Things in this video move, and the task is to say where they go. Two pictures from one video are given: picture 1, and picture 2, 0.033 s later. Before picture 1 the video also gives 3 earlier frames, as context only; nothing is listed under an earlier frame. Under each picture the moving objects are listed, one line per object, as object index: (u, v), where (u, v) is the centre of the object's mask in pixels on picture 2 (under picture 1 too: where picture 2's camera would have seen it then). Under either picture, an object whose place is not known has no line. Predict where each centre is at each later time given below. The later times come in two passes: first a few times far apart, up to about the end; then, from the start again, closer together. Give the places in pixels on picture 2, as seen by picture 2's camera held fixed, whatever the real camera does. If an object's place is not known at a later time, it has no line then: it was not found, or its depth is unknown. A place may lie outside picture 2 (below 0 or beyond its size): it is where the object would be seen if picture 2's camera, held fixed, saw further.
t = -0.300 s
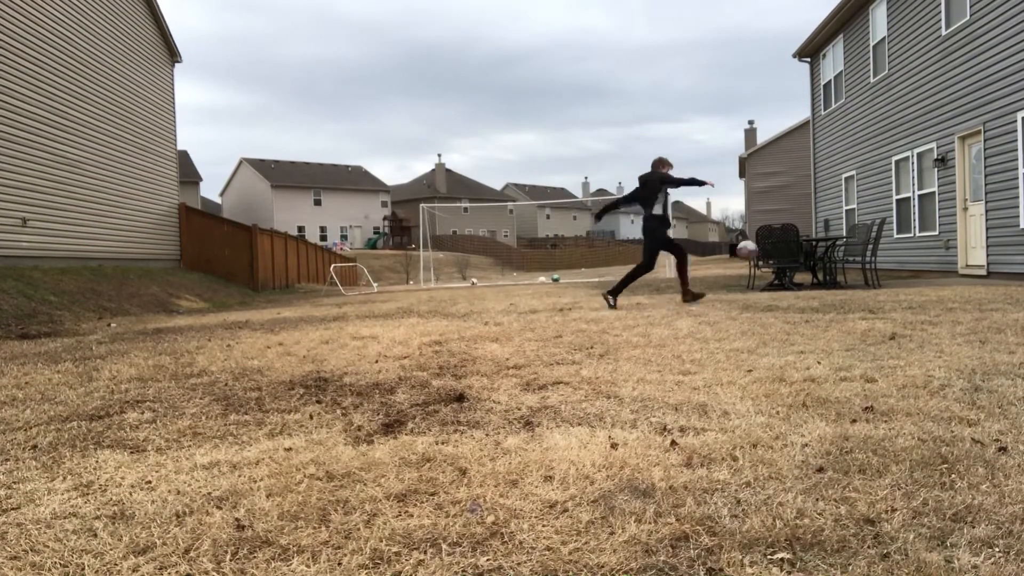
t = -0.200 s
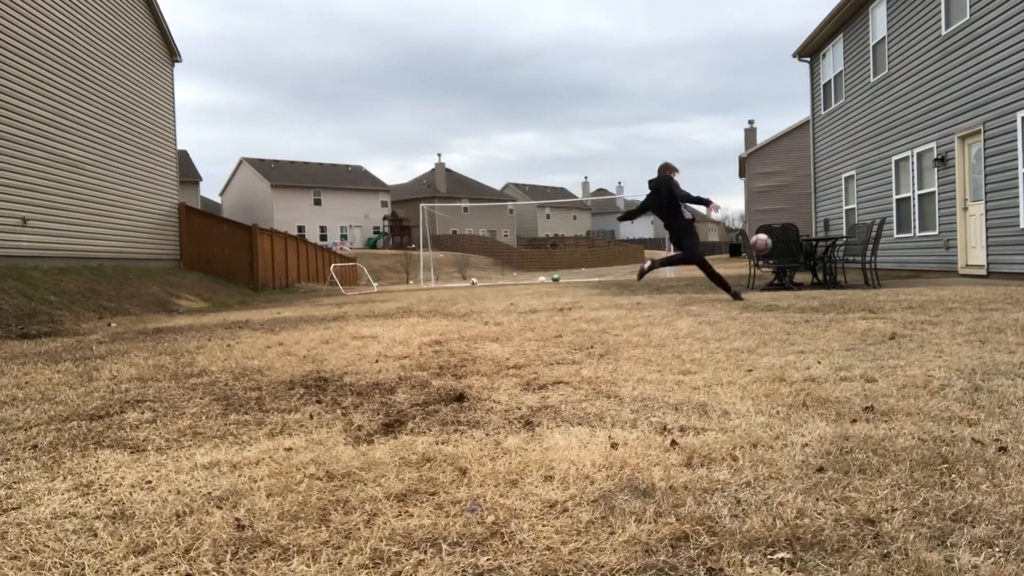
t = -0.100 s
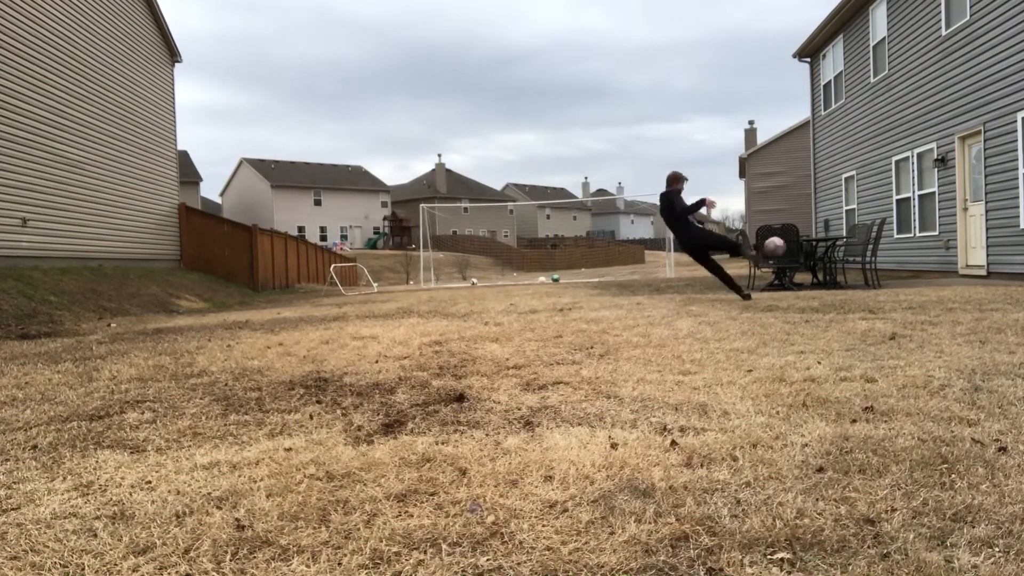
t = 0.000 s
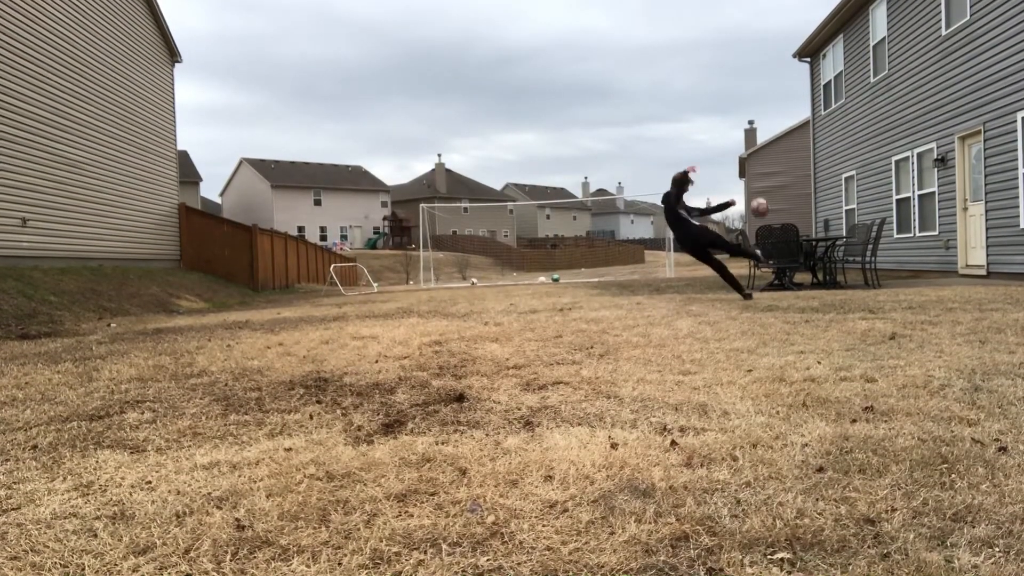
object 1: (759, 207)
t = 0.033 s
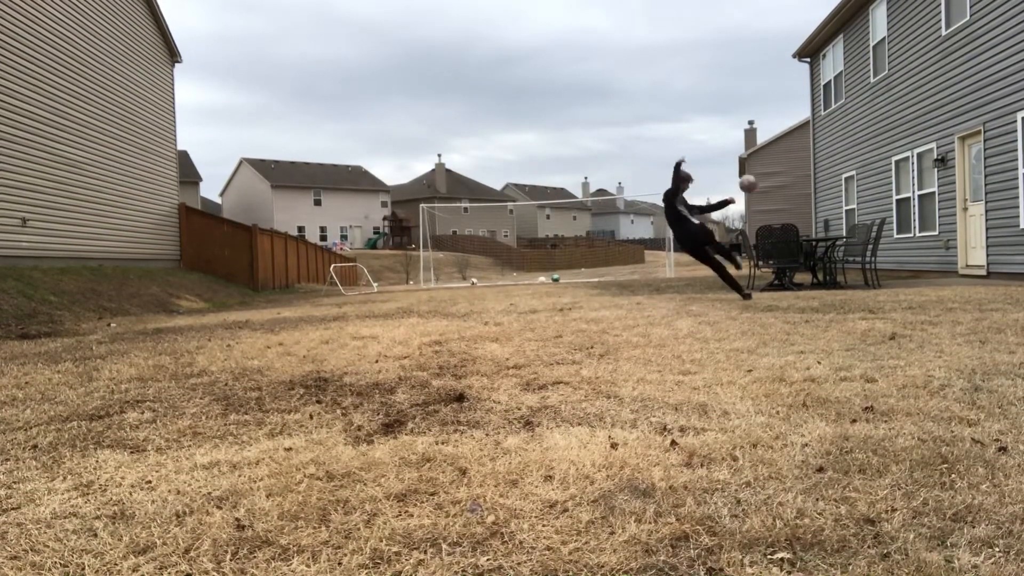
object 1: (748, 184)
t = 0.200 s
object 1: (708, 103)
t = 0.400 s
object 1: (684, 52)
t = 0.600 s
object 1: (674, 29)
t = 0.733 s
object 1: (672, 24)
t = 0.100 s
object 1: (729, 145)
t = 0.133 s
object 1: (721, 129)
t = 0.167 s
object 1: (714, 115)
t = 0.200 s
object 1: (708, 103)
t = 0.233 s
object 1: (702, 92)
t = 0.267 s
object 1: (698, 82)
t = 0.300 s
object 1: (694, 73)
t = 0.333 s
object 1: (690, 65)
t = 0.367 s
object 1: (687, 59)
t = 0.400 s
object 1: (684, 52)
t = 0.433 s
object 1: (682, 47)
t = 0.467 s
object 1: (680, 42)
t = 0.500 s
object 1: (678, 38)
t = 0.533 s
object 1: (677, 34)
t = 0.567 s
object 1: (675, 32)
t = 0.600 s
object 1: (674, 29)
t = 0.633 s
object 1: (673, 27)
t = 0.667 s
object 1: (672, 25)
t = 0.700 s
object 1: (672, 24)
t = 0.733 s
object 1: (672, 24)
